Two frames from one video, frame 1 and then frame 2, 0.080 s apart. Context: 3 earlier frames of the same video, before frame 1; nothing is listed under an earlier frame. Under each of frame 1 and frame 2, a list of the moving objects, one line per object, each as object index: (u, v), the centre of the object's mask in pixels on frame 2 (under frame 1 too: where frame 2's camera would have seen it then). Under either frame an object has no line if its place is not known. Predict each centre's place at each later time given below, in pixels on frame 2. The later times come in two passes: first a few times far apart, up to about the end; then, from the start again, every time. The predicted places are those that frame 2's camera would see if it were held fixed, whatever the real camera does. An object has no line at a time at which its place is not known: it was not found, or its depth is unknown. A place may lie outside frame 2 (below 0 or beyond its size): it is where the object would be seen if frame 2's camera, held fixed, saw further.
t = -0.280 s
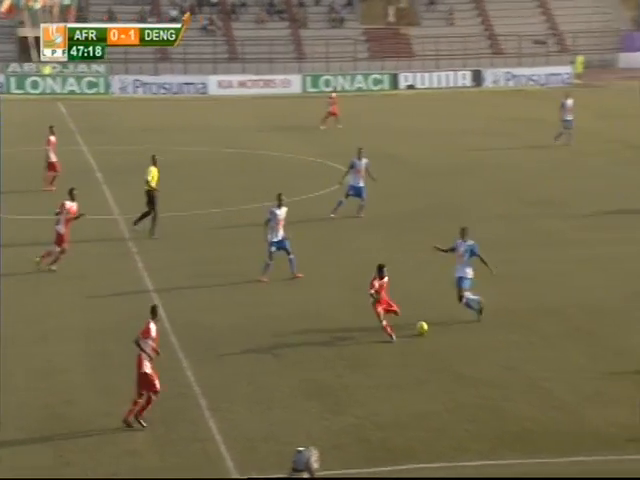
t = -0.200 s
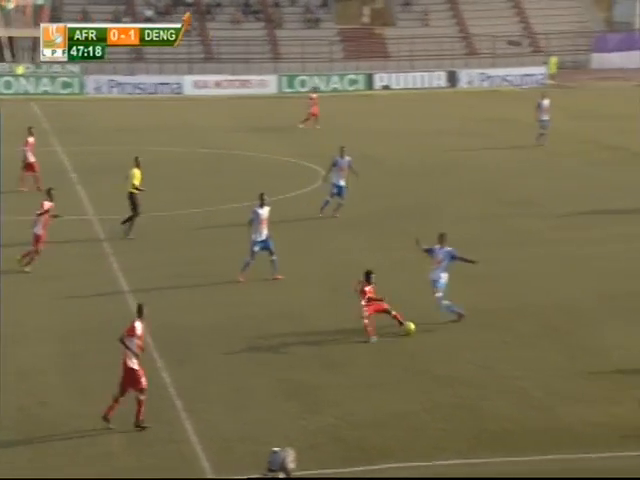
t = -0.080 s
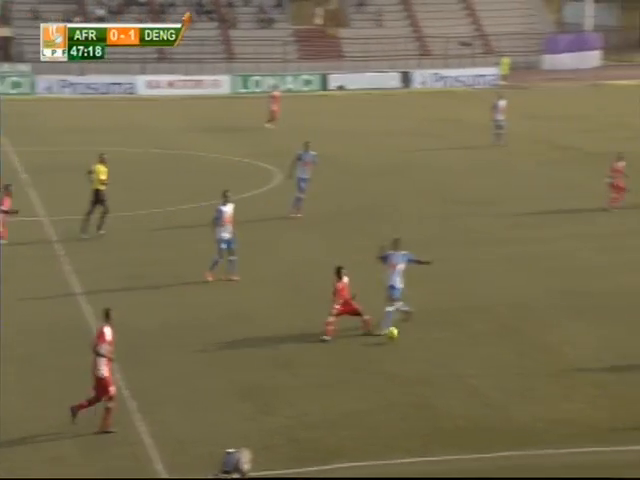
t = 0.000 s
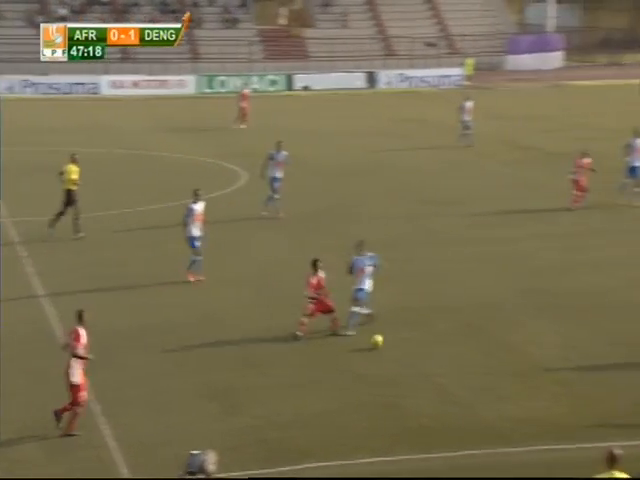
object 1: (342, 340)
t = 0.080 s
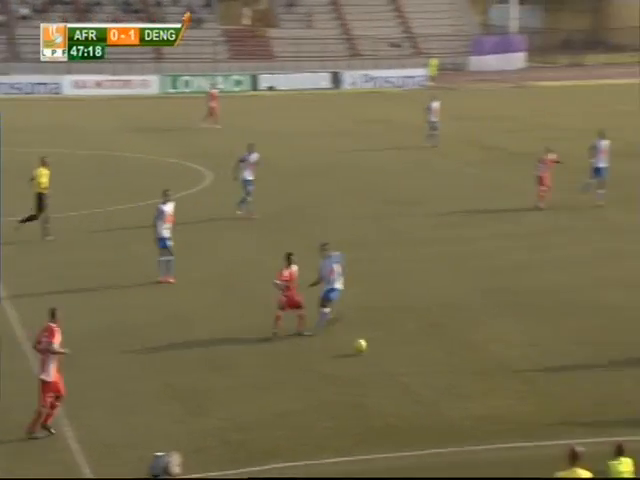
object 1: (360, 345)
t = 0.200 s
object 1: (387, 355)
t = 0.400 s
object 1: (428, 366)
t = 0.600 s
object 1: (469, 377)
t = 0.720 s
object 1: (493, 384)
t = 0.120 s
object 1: (369, 348)
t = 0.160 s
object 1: (378, 352)
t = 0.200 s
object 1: (387, 355)
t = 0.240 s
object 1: (395, 356)
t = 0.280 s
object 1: (403, 358)
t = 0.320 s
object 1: (412, 362)
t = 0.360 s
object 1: (421, 365)
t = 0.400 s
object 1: (428, 366)
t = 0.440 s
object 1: (436, 368)
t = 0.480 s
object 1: (444, 371)
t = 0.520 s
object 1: (453, 373)
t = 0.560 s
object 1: (460, 375)
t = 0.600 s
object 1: (469, 377)
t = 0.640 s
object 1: (477, 379)
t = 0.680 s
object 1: (485, 381)
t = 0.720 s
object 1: (493, 384)
